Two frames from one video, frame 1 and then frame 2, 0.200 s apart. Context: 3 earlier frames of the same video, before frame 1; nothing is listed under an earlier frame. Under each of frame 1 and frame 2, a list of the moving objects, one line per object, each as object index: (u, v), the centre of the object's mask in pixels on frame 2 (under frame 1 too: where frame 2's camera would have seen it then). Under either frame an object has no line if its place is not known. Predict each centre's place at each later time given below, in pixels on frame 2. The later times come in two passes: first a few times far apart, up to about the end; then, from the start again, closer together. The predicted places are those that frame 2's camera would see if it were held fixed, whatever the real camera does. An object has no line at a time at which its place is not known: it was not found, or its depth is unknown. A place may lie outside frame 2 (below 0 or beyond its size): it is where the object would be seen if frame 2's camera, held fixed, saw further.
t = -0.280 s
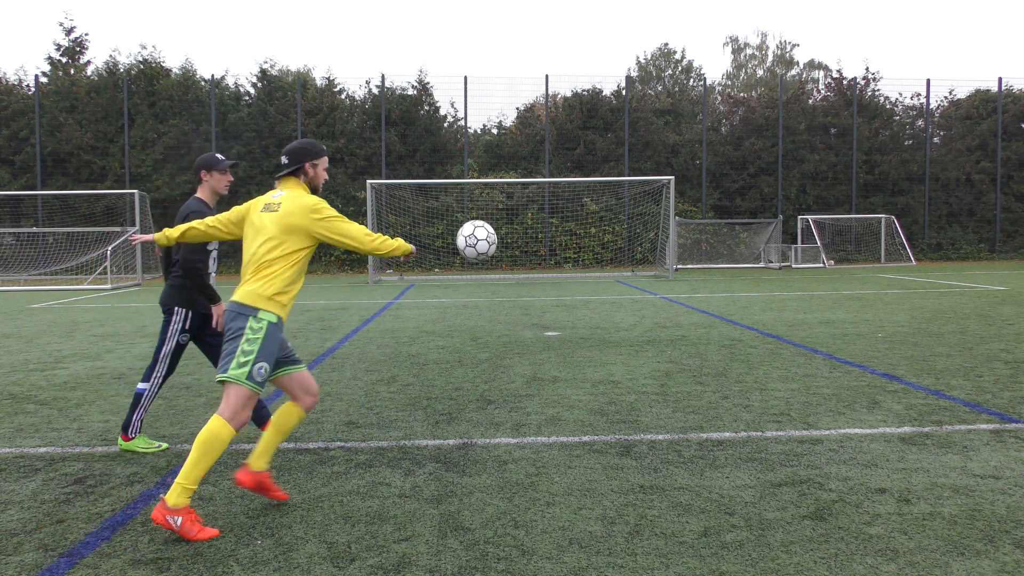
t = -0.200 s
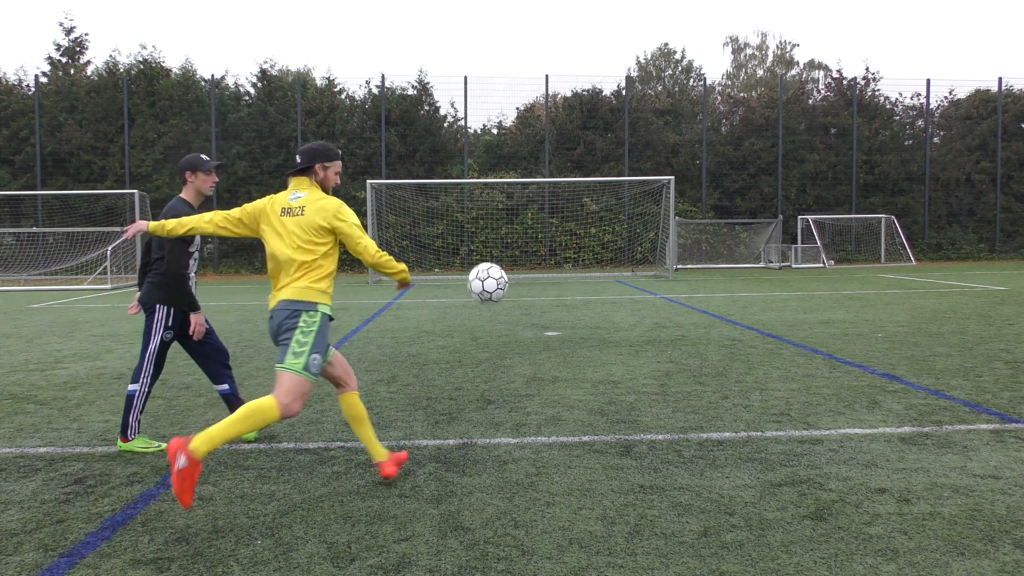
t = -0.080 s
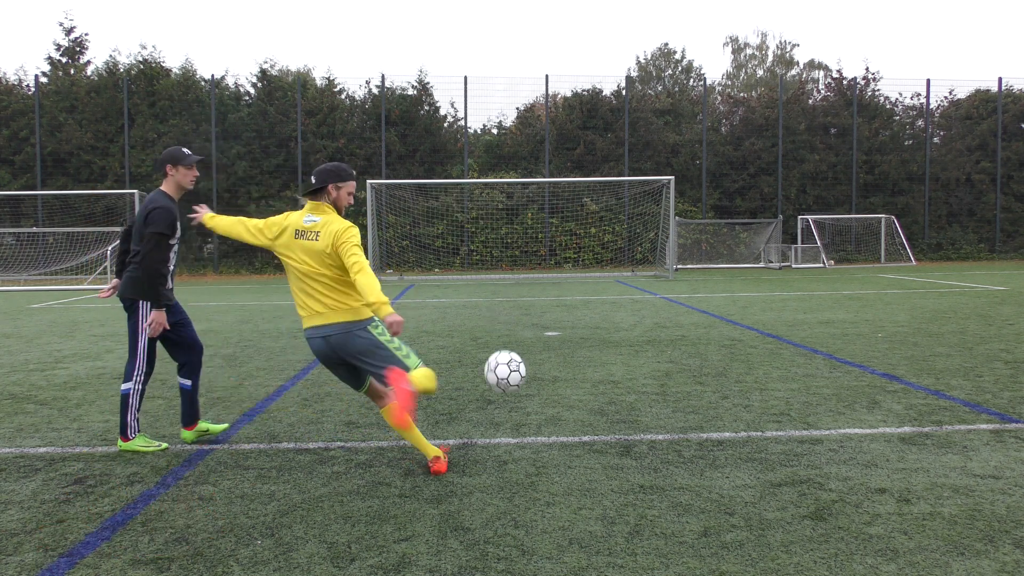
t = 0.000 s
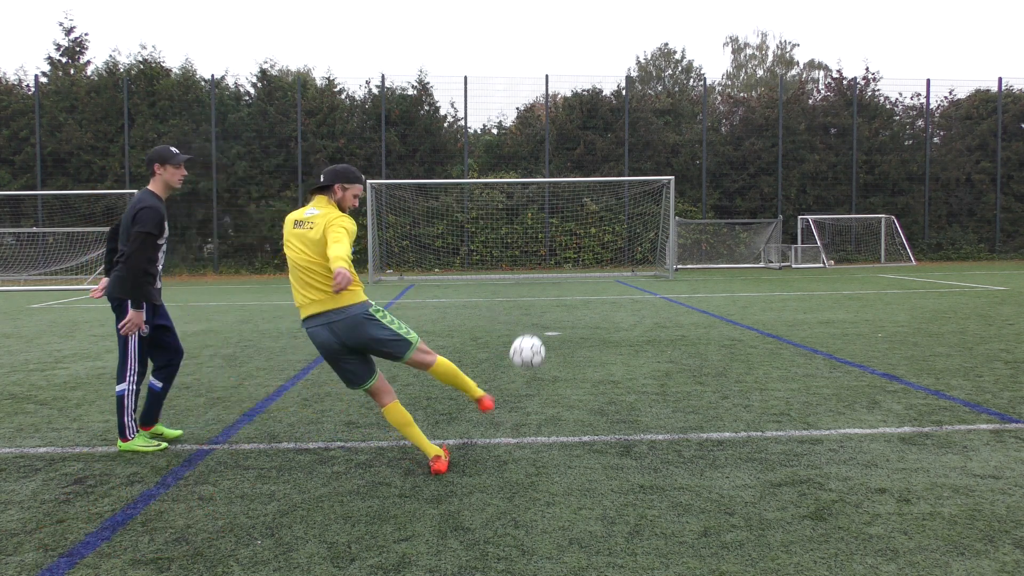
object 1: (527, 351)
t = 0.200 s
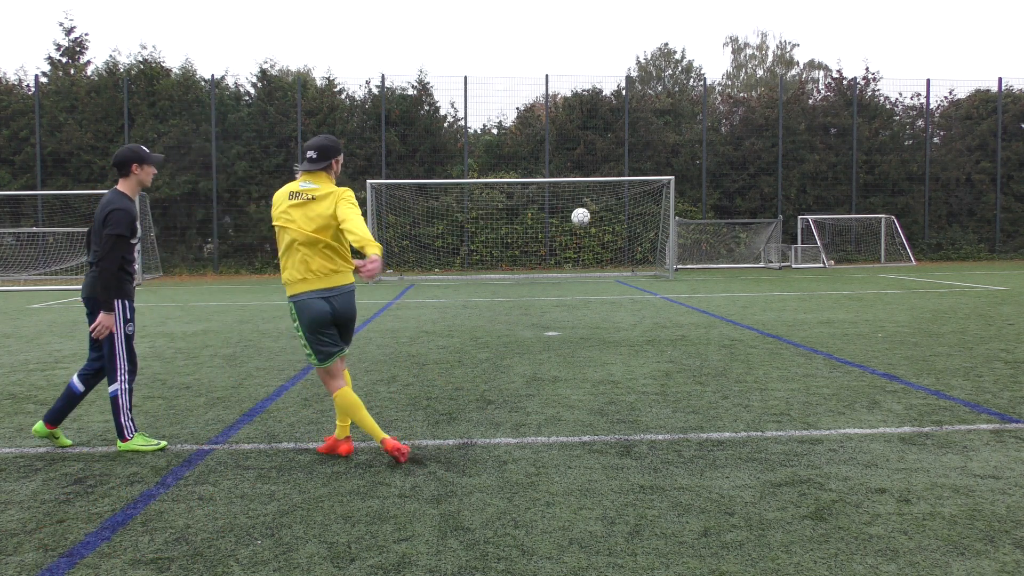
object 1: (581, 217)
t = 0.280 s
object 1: (596, 200)
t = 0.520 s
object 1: (634, 184)
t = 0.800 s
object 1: (667, 196)
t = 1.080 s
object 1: (666, 233)
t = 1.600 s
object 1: (641, 239)
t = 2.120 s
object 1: (606, 272)
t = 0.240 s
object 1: (588, 207)
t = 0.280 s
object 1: (596, 200)
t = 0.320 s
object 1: (602, 194)
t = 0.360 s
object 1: (609, 190)
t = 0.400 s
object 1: (616, 187)
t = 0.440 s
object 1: (622, 185)
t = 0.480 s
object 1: (628, 184)
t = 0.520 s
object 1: (634, 184)
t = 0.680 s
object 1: (657, 189)
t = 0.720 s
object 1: (662, 191)
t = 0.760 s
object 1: (667, 194)
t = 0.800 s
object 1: (667, 196)
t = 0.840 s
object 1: (667, 200)
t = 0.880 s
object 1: (667, 204)
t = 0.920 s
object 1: (667, 208)
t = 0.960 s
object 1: (667, 214)
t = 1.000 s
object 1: (667, 220)
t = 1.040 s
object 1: (667, 226)
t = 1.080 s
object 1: (666, 233)
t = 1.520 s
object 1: (647, 243)
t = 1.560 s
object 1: (644, 240)
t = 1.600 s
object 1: (641, 239)
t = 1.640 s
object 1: (639, 237)
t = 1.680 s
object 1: (636, 237)
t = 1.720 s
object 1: (633, 237)
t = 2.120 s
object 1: (606, 272)
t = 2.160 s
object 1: (603, 278)
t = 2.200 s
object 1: (599, 273)
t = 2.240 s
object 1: (596, 270)
